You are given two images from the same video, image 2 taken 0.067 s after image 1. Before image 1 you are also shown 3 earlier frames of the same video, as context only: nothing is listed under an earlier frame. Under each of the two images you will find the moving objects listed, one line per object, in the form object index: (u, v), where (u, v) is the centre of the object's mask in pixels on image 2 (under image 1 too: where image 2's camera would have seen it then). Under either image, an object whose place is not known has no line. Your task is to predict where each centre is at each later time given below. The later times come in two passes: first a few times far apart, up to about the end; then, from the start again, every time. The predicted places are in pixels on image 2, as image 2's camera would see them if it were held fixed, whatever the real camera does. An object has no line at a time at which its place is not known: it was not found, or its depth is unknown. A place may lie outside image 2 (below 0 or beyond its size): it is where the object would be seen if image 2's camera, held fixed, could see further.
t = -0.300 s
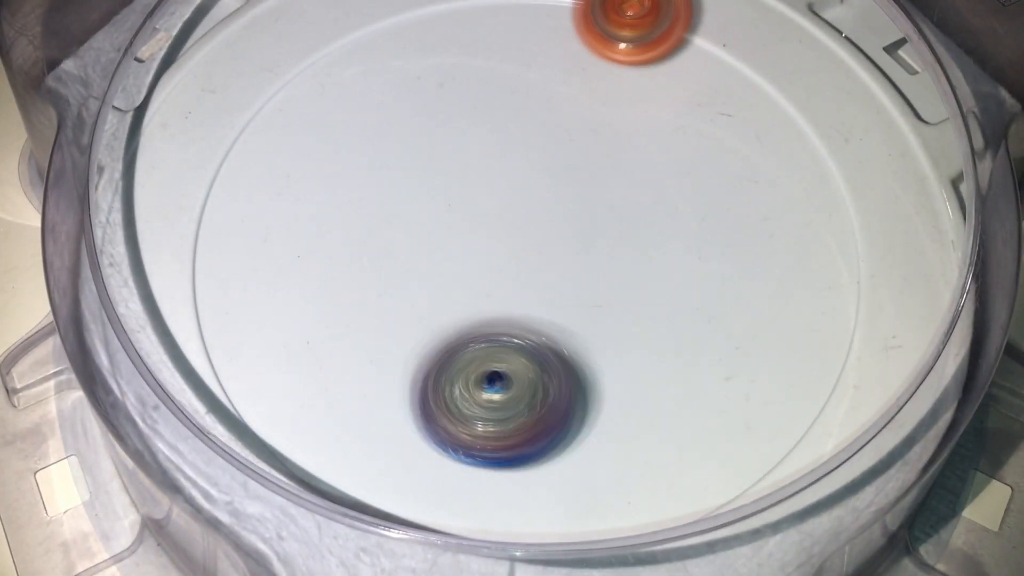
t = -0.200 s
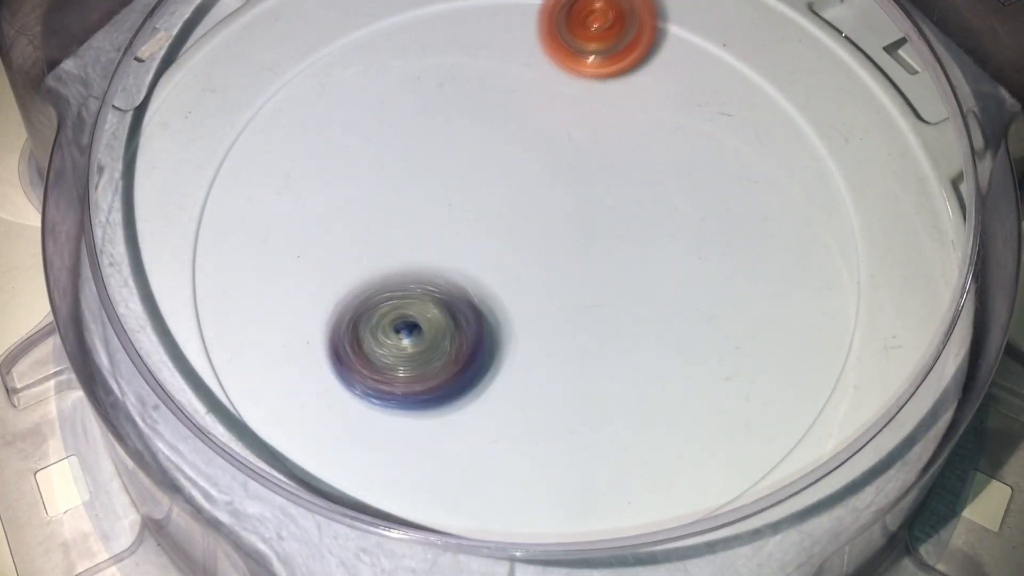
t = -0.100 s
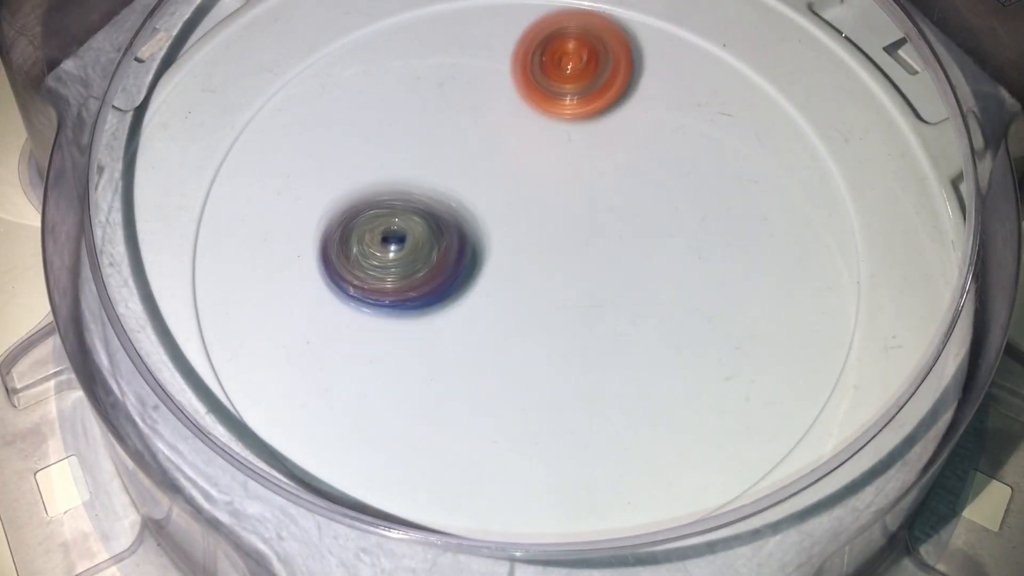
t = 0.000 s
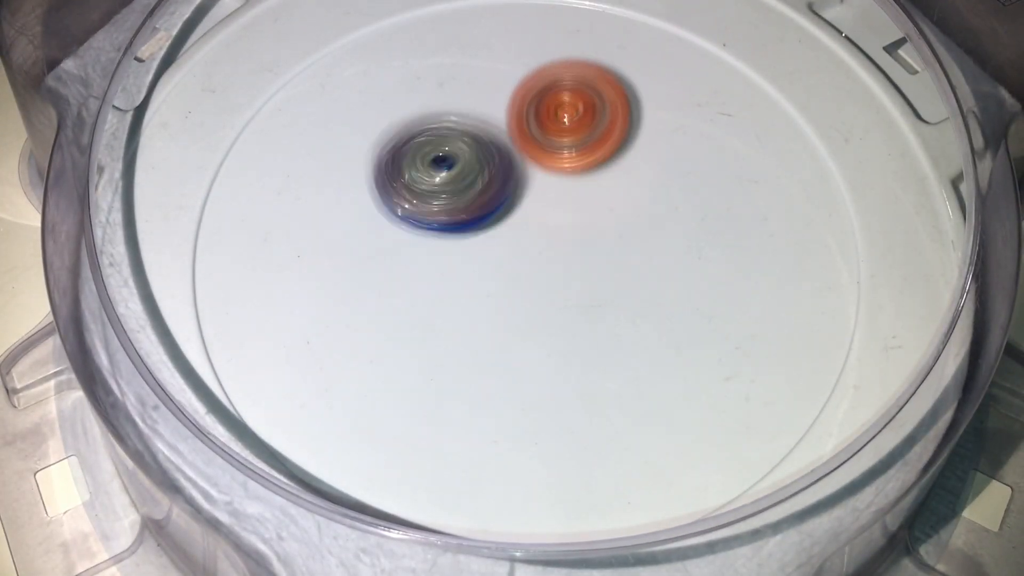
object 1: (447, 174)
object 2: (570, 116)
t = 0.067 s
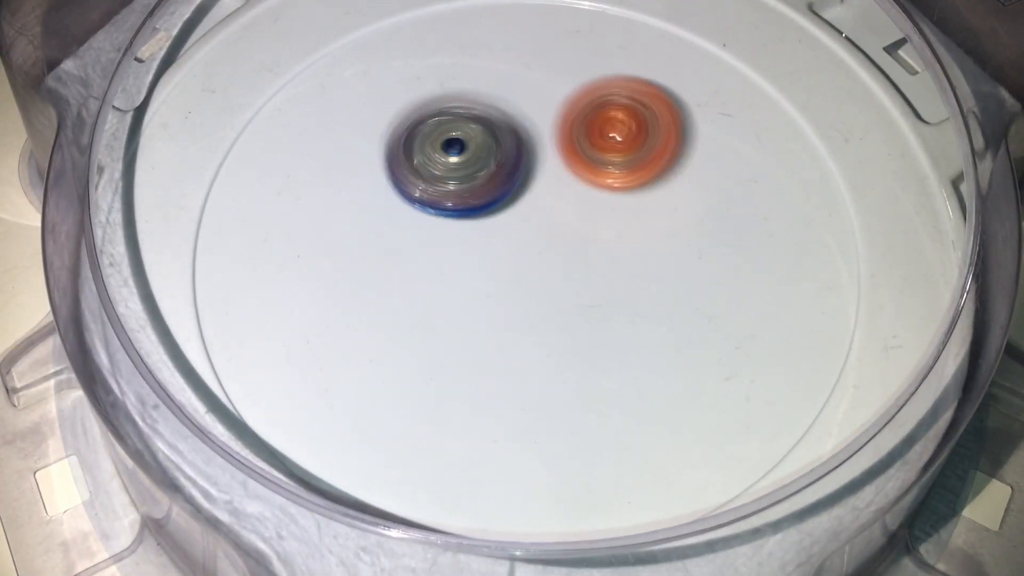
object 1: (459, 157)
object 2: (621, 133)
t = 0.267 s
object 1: (545, 140)
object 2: (784, 183)
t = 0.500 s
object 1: (498, 166)
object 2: (890, 228)
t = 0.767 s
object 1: (444, 202)
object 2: (700, 250)
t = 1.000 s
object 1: (434, 222)
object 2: (548, 326)
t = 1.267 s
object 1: (469, 282)
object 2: (589, 484)
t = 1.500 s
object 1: (486, 310)
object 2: (632, 412)
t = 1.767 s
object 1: (520, 205)
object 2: (565, 375)
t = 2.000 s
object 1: (658, 253)
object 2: (448, 366)
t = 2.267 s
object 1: (529, 263)
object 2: (302, 374)
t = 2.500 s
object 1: (671, 163)
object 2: (354, 325)
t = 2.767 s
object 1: (641, 281)
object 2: (446, 178)
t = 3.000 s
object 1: (446, 190)
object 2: (349, 60)
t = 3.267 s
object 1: (526, 128)
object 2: (304, 31)
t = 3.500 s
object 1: (544, 285)
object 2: (348, 14)
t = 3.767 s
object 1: (363, 293)
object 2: (437, 10)
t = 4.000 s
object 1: (464, 178)
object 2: (502, 62)
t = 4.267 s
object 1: (566, 337)
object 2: (629, 68)
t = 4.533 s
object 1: (441, 364)
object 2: (684, 160)
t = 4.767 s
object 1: (521, 214)
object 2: (705, 257)
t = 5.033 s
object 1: (690, 173)
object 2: (698, 346)
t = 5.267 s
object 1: (675, 276)
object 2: (645, 407)
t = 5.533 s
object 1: (486, 189)
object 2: (550, 428)
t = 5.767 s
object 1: (453, 74)
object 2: (449, 384)
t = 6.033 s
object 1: (550, 155)
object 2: (356, 306)
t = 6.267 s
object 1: (498, 301)
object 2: (332, 229)
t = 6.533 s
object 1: (360, 352)
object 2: (373, 150)
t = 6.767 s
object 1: (454, 248)
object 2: (443, 98)
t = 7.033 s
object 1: (645, 229)
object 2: (512, 76)
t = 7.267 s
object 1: (734, 295)
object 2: (575, 98)
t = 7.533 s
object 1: (550, 264)
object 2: (653, 170)
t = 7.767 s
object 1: (462, 152)
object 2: (685, 247)
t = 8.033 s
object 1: (502, 72)
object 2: (646, 327)
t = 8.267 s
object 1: (542, 198)
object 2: (576, 375)
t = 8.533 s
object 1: (475, 283)
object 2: (508, 417)
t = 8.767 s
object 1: (436, 251)
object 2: (489, 368)
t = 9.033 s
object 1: (554, 183)
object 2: (465, 298)
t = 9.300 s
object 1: (634, 266)
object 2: (464, 189)
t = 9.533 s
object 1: (510, 292)
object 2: (487, 125)
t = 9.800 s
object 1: (446, 191)
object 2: (537, 101)
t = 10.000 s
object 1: (471, 179)
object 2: (586, 107)
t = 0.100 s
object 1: (473, 152)
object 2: (641, 143)
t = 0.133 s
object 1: (491, 144)
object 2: (658, 151)
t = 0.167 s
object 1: (514, 140)
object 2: (673, 159)
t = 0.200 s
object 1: (540, 139)
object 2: (687, 165)
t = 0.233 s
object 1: (561, 142)
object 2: (710, 171)
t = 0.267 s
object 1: (545, 140)
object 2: (784, 183)
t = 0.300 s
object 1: (535, 143)
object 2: (843, 192)
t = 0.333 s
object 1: (531, 144)
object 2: (876, 195)
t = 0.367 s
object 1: (525, 148)
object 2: (897, 213)
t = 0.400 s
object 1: (519, 153)
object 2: (910, 216)
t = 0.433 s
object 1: (512, 156)
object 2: (915, 220)
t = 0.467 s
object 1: (506, 158)
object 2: (903, 224)
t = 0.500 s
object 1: (498, 166)
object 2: (890, 228)
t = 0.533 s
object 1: (493, 173)
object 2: (877, 232)
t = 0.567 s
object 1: (486, 177)
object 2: (863, 235)
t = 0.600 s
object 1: (481, 180)
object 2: (844, 241)
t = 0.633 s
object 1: (473, 183)
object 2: (820, 242)
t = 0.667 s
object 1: (464, 187)
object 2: (793, 242)
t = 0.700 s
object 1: (457, 192)
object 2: (764, 246)
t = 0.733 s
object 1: (450, 196)
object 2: (732, 246)
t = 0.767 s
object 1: (444, 202)
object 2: (700, 250)
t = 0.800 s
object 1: (438, 205)
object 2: (670, 254)
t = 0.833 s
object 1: (434, 207)
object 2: (642, 260)
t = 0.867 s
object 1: (431, 209)
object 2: (617, 269)
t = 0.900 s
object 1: (430, 211)
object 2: (595, 279)
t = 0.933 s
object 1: (430, 214)
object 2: (577, 292)
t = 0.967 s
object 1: (431, 218)
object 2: (561, 307)
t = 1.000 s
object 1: (434, 222)
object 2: (548, 326)
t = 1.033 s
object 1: (440, 226)
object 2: (539, 347)
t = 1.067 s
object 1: (444, 233)
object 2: (534, 369)
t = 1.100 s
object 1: (450, 240)
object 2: (534, 393)
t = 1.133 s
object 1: (456, 246)
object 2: (539, 417)
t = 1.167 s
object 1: (462, 256)
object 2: (546, 439)
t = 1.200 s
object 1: (465, 265)
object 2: (558, 460)
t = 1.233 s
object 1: (468, 273)
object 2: (573, 476)
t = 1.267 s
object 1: (469, 282)
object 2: (589, 484)
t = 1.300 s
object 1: (471, 288)
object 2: (604, 486)
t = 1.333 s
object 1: (473, 294)
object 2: (617, 482)
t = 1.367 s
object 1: (475, 299)
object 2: (627, 472)
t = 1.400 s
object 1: (478, 304)
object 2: (633, 458)
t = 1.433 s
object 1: (481, 308)
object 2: (635, 443)
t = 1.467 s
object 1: (483, 309)
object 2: (635, 427)
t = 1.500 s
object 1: (486, 310)
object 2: (632, 412)
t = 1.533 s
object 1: (490, 310)
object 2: (625, 397)
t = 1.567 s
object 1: (492, 306)
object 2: (618, 388)
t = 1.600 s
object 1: (482, 291)
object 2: (621, 388)
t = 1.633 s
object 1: (477, 276)
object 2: (617, 386)
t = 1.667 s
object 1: (478, 258)
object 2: (608, 383)
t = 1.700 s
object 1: (486, 237)
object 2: (596, 380)
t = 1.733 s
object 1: (500, 221)
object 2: (581, 378)
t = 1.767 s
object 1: (520, 205)
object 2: (565, 375)
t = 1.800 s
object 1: (543, 195)
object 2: (549, 372)
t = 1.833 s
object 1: (569, 191)
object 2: (532, 370)
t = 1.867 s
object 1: (593, 193)
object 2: (515, 368)
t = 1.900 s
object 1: (618, 200)
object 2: (497, 367)
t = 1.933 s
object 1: (636, 213)
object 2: (480, 367)
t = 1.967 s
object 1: (651, 232)
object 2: (464, 366)
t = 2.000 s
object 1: (658, 253)
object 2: (448, 366)
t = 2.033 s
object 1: (656, 274)
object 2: (434, 365)
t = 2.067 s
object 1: (641, 293)
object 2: (421, 364)
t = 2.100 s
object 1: (617, 308)
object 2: (409, 364)
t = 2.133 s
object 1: (588, 315)
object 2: (399, 363)
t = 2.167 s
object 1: (556, 315)
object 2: (389, 363)
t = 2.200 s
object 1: (524, 310)
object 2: (381, 363)
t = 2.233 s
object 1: (520, 288)
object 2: (345, 368)
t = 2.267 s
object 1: (529, 263)
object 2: (302, 374)
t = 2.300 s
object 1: (541, 238)
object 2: (272, 378)
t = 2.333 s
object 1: (557, 216)
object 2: (258, 376)
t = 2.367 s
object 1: (577, 199)
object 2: (264, 373)
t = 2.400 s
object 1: (598, 185)
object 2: (285, 364)
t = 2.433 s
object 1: (622, 173)
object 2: (308, 351)
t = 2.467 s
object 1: (647, 166)
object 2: (332, 339)
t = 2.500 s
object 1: (671, 163)
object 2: (354, 325)
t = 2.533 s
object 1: (696, 167)
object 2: (377, 311)
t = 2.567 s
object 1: (716, 177)
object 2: (397, 294)
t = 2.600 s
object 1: (728, 193)
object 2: (415, 277)
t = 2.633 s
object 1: (731, 214)
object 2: (429, 259)
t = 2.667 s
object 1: (723, 236)
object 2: (441, 238)
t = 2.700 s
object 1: (705, 256)
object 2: (447, 219)
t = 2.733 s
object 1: (676, 273)
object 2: (449, 198)
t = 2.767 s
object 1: (641, 281)
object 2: (446, 178)
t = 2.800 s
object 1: (605, 281)
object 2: (440, 157)
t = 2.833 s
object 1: (572, 275)
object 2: (430, 137)
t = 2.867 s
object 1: (538, 264)
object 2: (416, 118)
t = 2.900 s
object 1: (509, 248)
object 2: (400, 100)
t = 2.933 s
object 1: (482, 232)
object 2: (384, 84)
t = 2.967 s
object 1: (462, 211)
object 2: (366, 70)
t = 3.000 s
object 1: (446, 190)
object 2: (349, 60)
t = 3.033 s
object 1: (436, 166)
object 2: (336, 52)
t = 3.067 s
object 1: (430, 143)
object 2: (325, 49)
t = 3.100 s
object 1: (433, 128)
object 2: (314, 43)
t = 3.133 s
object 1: (447, 124)
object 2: (306, 39)
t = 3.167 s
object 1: (463, 118)
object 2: (302, 37)
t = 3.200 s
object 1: (482, 114)
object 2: (301, 35)
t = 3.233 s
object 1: (505, 115)
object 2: (302, 33)
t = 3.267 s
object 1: (526, 128)
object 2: (304, 31)
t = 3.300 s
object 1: (547, 142)
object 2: (308, 28)
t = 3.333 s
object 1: (561, 164)
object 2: (314, 25)
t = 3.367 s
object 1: (569, 185)
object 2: (319, 23)
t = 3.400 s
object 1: (570, 214)
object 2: (325, 21)
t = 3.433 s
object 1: (567, 239)
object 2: (332, 18)
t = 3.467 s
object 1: (558, 263)
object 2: (339, 15)
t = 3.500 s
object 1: (544, 285)
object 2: (348, 14)
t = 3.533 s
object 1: (526, 303)
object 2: (357, 12)
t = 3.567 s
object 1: (503, 320)
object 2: (367, 11)
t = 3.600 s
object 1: (478, 331)
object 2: (378, 10)
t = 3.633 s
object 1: (452, 336)
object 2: (388, 10)
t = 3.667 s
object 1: (423, 334)
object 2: (400, 9)
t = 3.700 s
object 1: (398, 326)
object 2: (411, 9)
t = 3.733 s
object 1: (378, 312)
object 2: (424, 10)
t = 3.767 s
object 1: (363, 293)
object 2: (437, 10)
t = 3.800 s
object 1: (356, 272)
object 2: (450, 11)
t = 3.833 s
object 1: (356, 248)
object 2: (459, 16)
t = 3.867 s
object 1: (367, 227)
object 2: (468, 24)
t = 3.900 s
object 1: (384, 207)
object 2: (474, 32)
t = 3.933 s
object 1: (406, 193)
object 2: (481, 40)
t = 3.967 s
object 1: (437, 182)
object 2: (490, 48)
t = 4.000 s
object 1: (464, 178)
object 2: (502, 62)
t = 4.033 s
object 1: (485, 192)
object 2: (527, 60)
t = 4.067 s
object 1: (503, 214)
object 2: (558, 50)
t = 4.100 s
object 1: (520, 233)
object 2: (579, 48)
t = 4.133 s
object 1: (537, 253)
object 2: (594, 49)
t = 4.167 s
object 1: (550, 274)
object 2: (604, 51)
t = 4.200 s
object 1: (559, 294)
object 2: (613, 55)
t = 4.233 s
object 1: (566, 316)
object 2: (621, 60)
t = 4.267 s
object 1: (566, 337)
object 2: (629, 68)
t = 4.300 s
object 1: (564, 357)
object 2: (637, 76)
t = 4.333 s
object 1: (557, 374)
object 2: (645, 86)
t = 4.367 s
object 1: (541, 390)
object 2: (653, 97)
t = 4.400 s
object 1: (523, 400)
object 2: (661, 108)
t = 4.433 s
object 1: (499, 403)
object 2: (668, 120)
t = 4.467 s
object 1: (475, 397)
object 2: (675, 133)
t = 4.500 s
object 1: (455, 384)
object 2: (680, 146)
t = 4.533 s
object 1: (441, 364)
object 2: (684, 160)
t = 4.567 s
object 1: (436, 339)
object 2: (686, 174)
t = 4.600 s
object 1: (438, 315)
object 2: (689, 189)
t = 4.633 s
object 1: (449, 290)
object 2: (693, 203)
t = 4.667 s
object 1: (463, 266)
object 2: (696, 217)
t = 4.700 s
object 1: (481, 248)
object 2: (699, 231)
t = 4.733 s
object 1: (498, 229)
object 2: (702, 244)
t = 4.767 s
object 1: (521, 214)
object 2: (705, 257)
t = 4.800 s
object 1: (541, 199)
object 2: (708, 269)
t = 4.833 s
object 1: (564, 189)
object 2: (710, 282)
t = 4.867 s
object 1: (583, 180)
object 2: (710, 293)
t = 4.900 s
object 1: (608, 175)
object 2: (709, 305)
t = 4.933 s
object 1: (628, 169)
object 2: (708, 315)
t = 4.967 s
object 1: (650, 169)
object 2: (706, 326)
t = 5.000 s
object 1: (669, 171)
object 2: (702, 336)
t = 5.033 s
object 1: (690, 173)
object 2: (698, 346)
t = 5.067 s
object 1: (708, 180)
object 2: (694, 356)
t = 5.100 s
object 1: (723, 192)
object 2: (689, 365)
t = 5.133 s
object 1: (731, 209)
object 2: (682, 374)
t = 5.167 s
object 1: (733, 228)
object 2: (674, 381)
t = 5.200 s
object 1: (723, 248)
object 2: (666, 388)
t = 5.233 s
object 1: (703, 269)
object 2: (657, 394)
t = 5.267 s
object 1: (675, 276)
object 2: (645, 407)
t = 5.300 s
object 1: (645, 275)
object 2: (634, 417)
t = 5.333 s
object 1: (616, 269)
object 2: (623, 423)
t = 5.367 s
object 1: (588, 261)
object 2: (613, 427)
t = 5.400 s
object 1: (564, 248)
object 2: (602, 430)
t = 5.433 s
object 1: (542, 235)
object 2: (590, 431)
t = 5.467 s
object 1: (521, 220)
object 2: (577, 431)
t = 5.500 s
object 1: (502, 205)
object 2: (564, 430)
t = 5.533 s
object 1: (486, 189)
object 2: (550, 428)
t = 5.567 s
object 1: (472, 173)
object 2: (537, 425)
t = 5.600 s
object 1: (462, 157)
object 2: (523, 420)
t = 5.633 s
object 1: (455, 139)
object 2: (508, 414)
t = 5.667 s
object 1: (449, 122)
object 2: (493, 407)
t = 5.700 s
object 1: (446, 104)
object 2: (478, 399)
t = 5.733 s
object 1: (447, 89)
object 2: (463, 391)
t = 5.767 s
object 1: (453, 74)
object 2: (449, 384)
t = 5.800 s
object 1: (465, 64)
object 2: (435, 376)
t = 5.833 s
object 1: (482, 60)
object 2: (422, 367)
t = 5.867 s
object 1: (499, 62)
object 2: (409, 358)
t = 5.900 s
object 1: (516, 73)
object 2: (397, 348)
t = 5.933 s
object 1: (531, 88)
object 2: (386, 338)
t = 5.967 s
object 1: (540, 110)
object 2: (375, 327)
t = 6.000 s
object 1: (547, 134)
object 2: (365, 317)
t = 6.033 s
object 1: (550, 155)
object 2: (356, 306)
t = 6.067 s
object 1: (549, 177)
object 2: (350, 295)
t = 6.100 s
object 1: (545, 202)
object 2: (344, 285)
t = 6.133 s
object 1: (540, 223)
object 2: (339, 273)
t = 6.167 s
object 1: (530, 244)
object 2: (335, 262)
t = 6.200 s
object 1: (522, 266)
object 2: (333, 251)
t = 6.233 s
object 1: (513, 283)
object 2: (332, 239)
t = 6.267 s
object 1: (498, 301)
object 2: (332, 229)
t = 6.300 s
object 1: (487, 317)
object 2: (333, 217)
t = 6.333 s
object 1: (473, 332)
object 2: (335, 206)
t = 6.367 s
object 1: (456, 344)
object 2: (339, 196)
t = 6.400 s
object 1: (436, 356)
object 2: (344, 186)
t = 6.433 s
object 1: (418, 363)
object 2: (350, 177)
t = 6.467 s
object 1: (395, 367)
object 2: (357, 168)
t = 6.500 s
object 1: (376, 362)
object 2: (364, 159)
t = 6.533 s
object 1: (360, 352)
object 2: (373, 150)
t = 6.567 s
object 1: (352, 335)
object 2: (382, 142)
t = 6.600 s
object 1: (354, 316)
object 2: (392, 133)
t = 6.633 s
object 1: (364, 297)
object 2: (401, 125)
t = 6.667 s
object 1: (381, 281)
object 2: (411, 118)
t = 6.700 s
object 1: (402, 269)
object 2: (421, 111)
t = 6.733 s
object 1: (428, 258)
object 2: (432, 104)
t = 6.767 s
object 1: (454, 248)
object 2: (443, 98)
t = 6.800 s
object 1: (479, 242)
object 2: (454, 93)
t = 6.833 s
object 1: (504, 237)
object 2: (464, 88)
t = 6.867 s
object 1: (529, 232)
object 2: (474, 84)
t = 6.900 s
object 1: (553, 229)
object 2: (480, 81)
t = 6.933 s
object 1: (580, 228)
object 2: (488, 79)
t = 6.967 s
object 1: (604, 229)
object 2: (497, 77)
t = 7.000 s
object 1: (624, 229)
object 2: (504, 76)
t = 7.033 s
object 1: (645, 229)
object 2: (512, 76)
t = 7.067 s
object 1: (665, 231)
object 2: (519, 77)
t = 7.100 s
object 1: (686, 237)
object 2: (528, 78)
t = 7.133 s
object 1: (705, 242)
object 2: (536, 81)
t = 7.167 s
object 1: (722, 250)
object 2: (545, 84)
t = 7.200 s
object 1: (734, 262)
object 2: (555, 88)
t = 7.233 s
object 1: (739, 276)
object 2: (565, 92)
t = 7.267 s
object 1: (734, 295)
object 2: (575, 98)
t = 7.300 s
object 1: (720, 307)
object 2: (585, 105)
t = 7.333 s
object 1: (696, 313)
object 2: (596, 111)
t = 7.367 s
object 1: (667, 317)
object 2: (605, 120)
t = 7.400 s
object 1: (640, 312)
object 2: (616, 130)
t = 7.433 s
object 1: (615, 303)
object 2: (625, 139)
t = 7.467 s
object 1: (592, 292)
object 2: (634, 149)
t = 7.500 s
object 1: (570, 280)
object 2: (645, 160)
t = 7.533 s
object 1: (550, 264)
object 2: (653, 170)
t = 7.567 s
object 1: (532, 249)
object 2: (661, 181)
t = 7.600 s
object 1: (515, 234)
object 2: (667, 192)
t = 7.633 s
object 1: (501, 216)
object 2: (673, 203)
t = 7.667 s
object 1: (489, 200)
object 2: (678, 214)
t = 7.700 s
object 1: (478, 184)
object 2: (682, 226)
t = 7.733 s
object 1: (469, 168)
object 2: (685, 236)
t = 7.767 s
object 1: (462, 152)
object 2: (685, 247)
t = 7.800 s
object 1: (457, 137)
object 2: (685, 258)
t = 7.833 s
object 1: (452, 121)
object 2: (684, 269)
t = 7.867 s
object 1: (451, 106)
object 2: (680, 280)
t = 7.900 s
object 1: (453, 93)
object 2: (675, 290)
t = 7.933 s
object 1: (459, 80)
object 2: (669, 300)
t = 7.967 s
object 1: (471, 69)
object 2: (662, 309)
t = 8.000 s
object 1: (486, 68)
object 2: (654, 318)
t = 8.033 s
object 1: (502, 72)
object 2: (646, 327)
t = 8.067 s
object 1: (517, 82)
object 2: (637, 336)
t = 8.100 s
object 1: (529, 99)
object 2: (628, 344)
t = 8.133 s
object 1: (537, 117)
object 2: (617, 352)
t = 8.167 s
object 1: (541, 138)
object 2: (607, 359)
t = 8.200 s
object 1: (543, 158)
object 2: (597, 365)
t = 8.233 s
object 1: (543, 178)
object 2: (586, 371)
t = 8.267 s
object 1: (542, 198)
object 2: (576, 375)
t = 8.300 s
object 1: (538, 219)
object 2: (564, 378)
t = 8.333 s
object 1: (532, 239)
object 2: (553, 380)
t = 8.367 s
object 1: (527, 258)
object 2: (542, 382)
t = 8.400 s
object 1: (521, 261)
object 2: (534, 399)
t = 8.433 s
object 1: (511, 263)
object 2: (524, 413)
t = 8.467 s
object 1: (502, 269)
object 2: (517, 419)
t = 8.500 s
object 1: (490, 277)
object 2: (511, 419)
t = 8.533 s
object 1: (475, 283)
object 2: (508, 417)
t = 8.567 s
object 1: (460, 285)
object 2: (505, 413)
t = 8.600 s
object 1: (449, 284)
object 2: (503, 407)
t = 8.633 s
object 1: (440, 281)
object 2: (501, 401)
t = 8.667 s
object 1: (434, 275)
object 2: (499, 394)
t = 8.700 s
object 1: (432, 268)
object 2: (497, 386)
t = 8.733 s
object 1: (432, 259)
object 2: (493, 377)
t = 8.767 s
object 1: (436, 251)
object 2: (489, 368)
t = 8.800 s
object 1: (443, 236)
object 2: (487, 367)
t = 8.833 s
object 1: (454, 221)
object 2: (485, 365)
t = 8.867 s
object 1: (465, 210)
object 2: (481, 356)
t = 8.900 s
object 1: (481, 201)
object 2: (478, 346)
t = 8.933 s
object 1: (498, 192)
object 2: (474, 335)
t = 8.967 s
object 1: (516, 186)
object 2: (471, 323)
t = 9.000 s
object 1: (535, 183)
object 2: (468, 310)
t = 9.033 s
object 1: (554, 183)
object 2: (465, 298)
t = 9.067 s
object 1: (573, 186)
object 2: (463, 284)
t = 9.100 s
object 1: (591, 191)
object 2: (461, 271)
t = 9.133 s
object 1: (604, 201)
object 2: (461, 257)
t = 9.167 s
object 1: (618, 211)
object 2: (461, 243)
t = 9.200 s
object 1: (628, 222)
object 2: (461, 229)
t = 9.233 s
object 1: (635, 235)
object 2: (462, 215)
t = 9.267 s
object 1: (638, 250)
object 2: (462, 201)
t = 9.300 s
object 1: (634, 266)
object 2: (464, 189)
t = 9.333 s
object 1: (623, 281)
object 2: (466, 177)
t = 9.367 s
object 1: (608, 291)
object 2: (468, 167)
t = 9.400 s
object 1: (590, 299)
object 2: (471, 157)
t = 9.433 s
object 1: (574, 303)
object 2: (474, 148)
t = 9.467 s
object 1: (549, 303)
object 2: (479, 139)
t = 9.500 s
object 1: (529, 300)
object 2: (483, 132)
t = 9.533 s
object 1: (510, 292)
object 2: (487, 125)
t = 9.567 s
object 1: (493, 283)
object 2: (492, 119)
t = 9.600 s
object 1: (480, 271)
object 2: (497, 114)
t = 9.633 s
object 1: (468, 258)
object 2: (502, 111)
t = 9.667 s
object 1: (459, 244)
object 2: (507, 108)
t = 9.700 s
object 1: (452, 229)
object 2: (513, 106)
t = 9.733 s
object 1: (448, 214)
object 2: (519, 105)
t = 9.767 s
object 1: (447, 201)
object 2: (526, 103)
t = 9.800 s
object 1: (446, 191)
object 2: (537, 101)
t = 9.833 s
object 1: (448, 182)
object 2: (545, 100)
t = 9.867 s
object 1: (448, 177)
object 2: (556, 99)
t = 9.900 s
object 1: (452, 174)
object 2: (565, 100)
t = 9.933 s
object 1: (458, 172)
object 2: (572, 101)
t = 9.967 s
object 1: (464, 174)
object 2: (579, 104)
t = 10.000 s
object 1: (471, 179)
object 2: (586, 107)
